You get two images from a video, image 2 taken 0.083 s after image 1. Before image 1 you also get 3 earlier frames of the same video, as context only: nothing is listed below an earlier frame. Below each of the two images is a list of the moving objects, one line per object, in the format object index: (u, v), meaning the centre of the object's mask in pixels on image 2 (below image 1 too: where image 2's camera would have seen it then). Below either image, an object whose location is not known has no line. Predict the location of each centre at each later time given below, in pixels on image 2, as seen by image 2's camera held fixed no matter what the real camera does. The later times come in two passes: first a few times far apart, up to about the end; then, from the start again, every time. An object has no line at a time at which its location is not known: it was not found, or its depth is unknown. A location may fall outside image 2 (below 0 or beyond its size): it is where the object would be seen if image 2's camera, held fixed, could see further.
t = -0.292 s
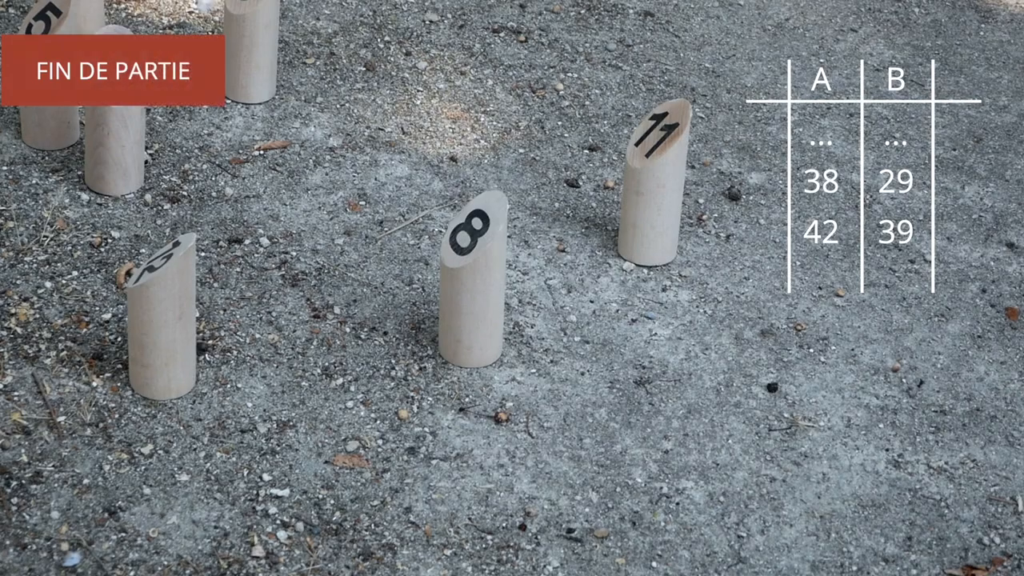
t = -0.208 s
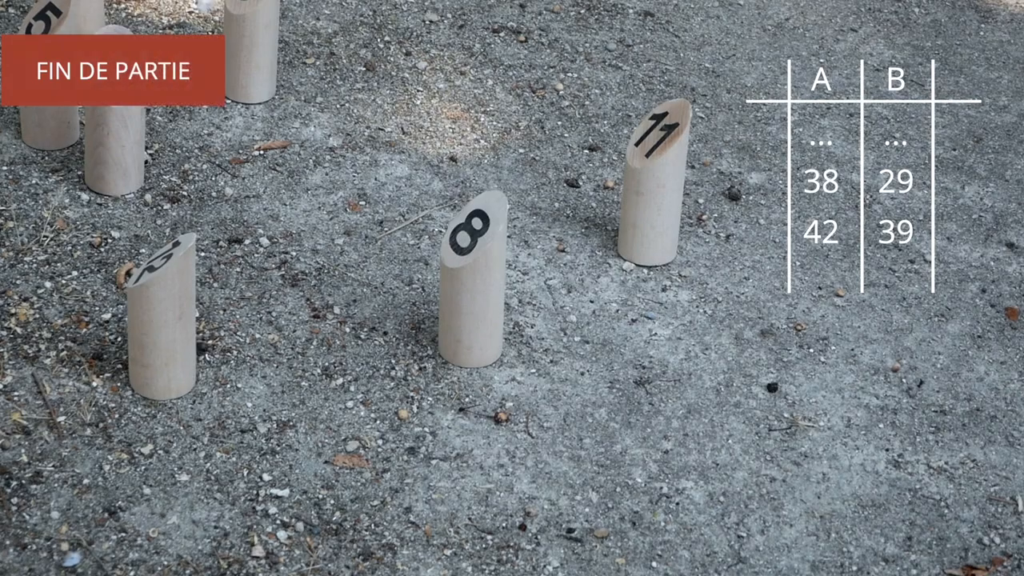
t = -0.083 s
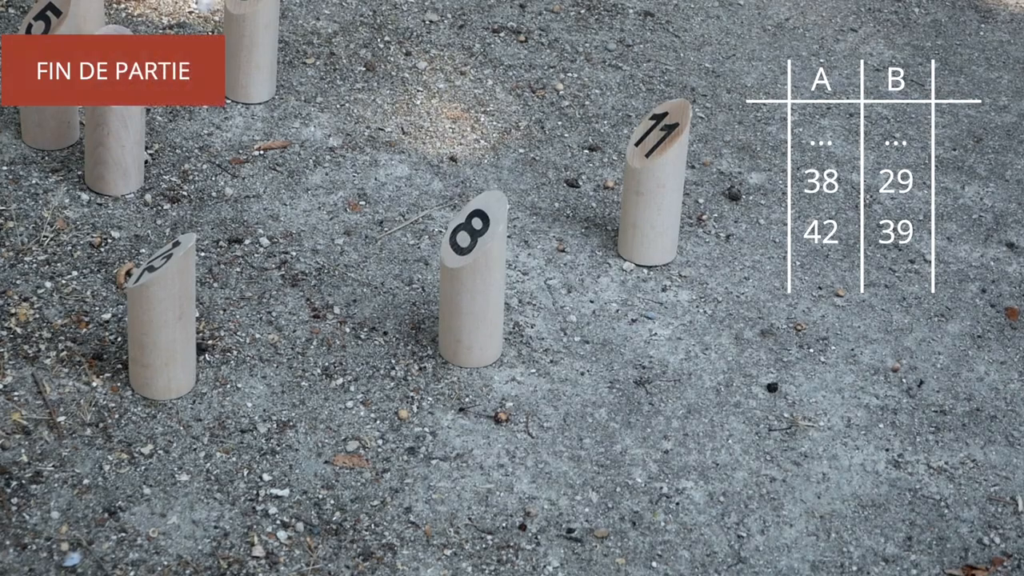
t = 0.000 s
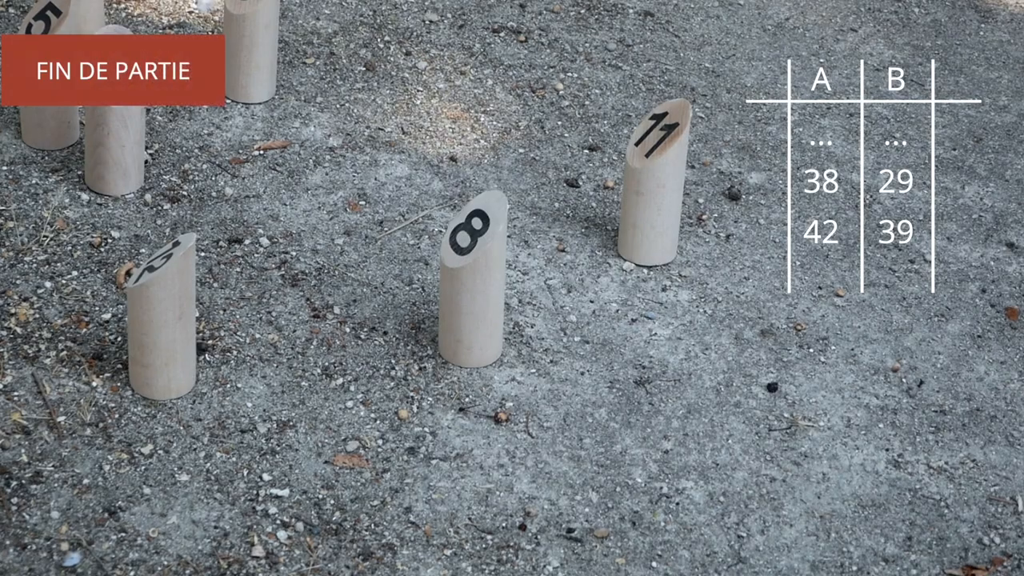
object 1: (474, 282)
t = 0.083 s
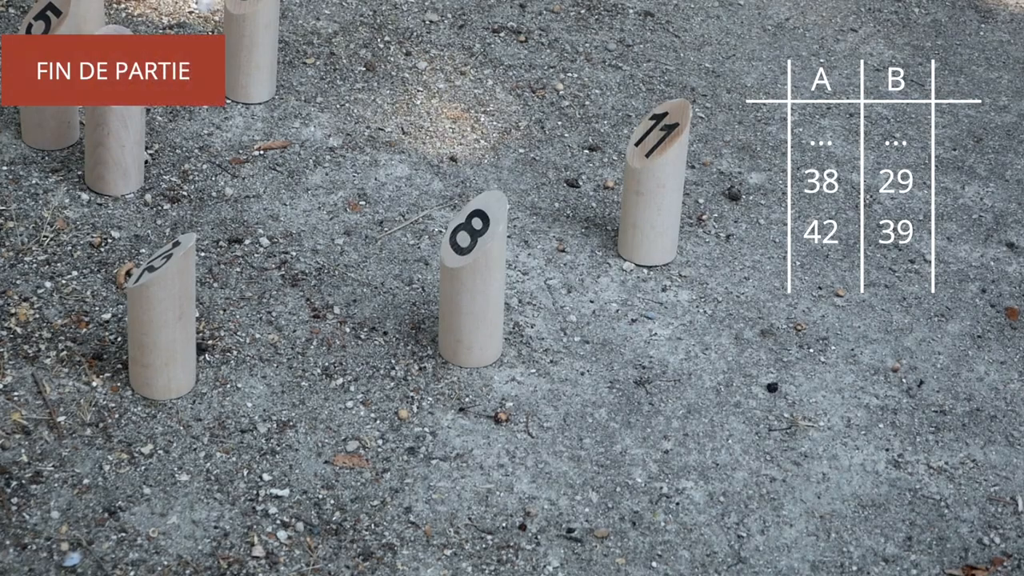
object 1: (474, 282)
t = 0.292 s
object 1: (474, 282)
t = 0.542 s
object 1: (518, 256)
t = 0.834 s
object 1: (579, 282)
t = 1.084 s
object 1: (596, 267)
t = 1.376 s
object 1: (597, 270)
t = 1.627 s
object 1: (598, 273)
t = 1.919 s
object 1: (598, 273)
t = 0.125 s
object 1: (474, 282)
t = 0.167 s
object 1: (474, 282)
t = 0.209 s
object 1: (474, 282)
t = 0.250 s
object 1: (474, 282)
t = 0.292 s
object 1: (474, 282)
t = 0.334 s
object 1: (474, 282)
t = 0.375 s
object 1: (474, 282)
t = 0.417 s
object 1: (474, 282)
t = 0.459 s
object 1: (484, 276)
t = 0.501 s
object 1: (501, 270)
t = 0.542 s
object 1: (518, 256)
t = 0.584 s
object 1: (531, 249)
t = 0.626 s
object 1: (535, 256)
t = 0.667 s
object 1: (542, 260)
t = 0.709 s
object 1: (551, 261)
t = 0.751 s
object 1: (562, 262)
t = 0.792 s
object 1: (575, 266)
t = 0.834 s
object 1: (579, 282)
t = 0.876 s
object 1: (581, 280)
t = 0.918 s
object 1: (591, 277)
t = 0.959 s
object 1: (597, 276)
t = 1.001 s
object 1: (597, 273)
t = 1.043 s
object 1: (596, 270)
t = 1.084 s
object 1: (596, 267)
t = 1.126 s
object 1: (596, 266)
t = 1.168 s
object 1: (596, 266)
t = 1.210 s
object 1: (596, 266)
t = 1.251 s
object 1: (596, 267)
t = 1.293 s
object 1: (596, 268)
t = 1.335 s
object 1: (597, 269)
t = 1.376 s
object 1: (597, 270)
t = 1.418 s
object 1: (597, 271)
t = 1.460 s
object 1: (597, 272)
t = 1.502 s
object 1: (598, 273)
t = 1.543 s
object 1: (598, 273)
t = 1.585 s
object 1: (598, 273)
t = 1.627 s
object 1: (598, 273)
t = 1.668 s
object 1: (598, 273)
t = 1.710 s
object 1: (598, 273)
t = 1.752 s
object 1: (598, 273)
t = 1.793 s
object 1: (598, 273)
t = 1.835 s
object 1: (598, 273)
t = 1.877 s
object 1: (598, 273)
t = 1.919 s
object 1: (598, 273)
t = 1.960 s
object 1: (598, 273)
